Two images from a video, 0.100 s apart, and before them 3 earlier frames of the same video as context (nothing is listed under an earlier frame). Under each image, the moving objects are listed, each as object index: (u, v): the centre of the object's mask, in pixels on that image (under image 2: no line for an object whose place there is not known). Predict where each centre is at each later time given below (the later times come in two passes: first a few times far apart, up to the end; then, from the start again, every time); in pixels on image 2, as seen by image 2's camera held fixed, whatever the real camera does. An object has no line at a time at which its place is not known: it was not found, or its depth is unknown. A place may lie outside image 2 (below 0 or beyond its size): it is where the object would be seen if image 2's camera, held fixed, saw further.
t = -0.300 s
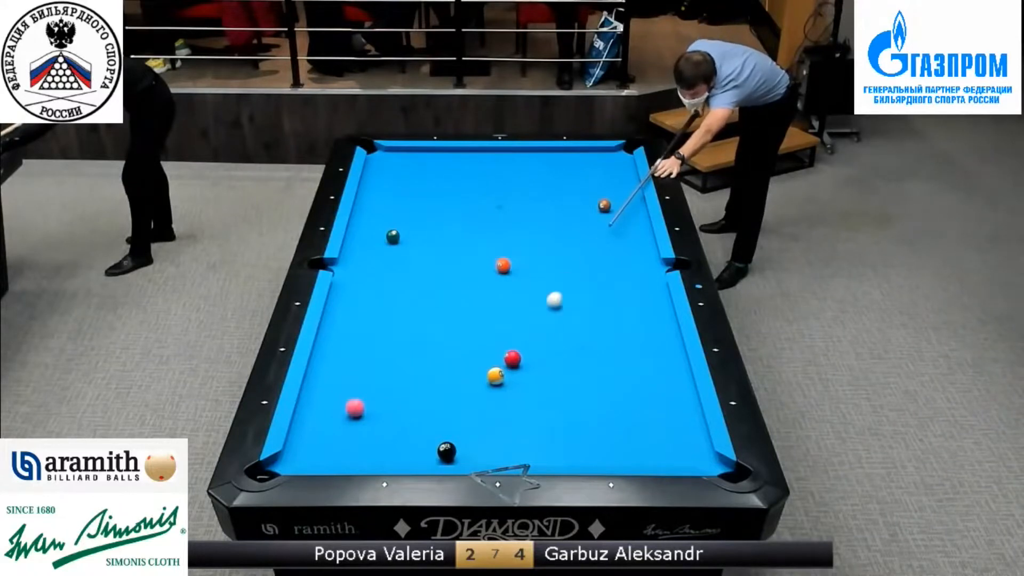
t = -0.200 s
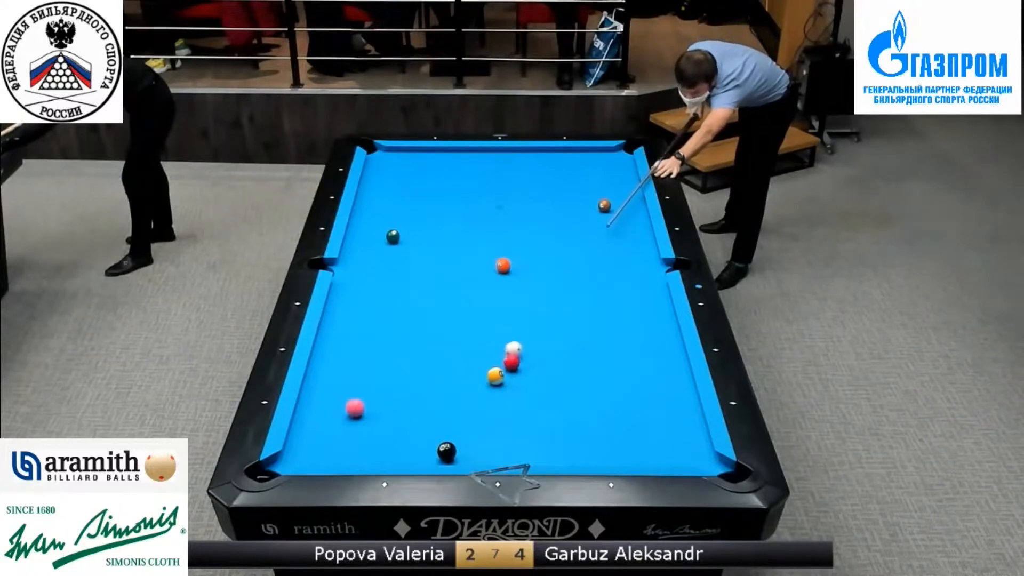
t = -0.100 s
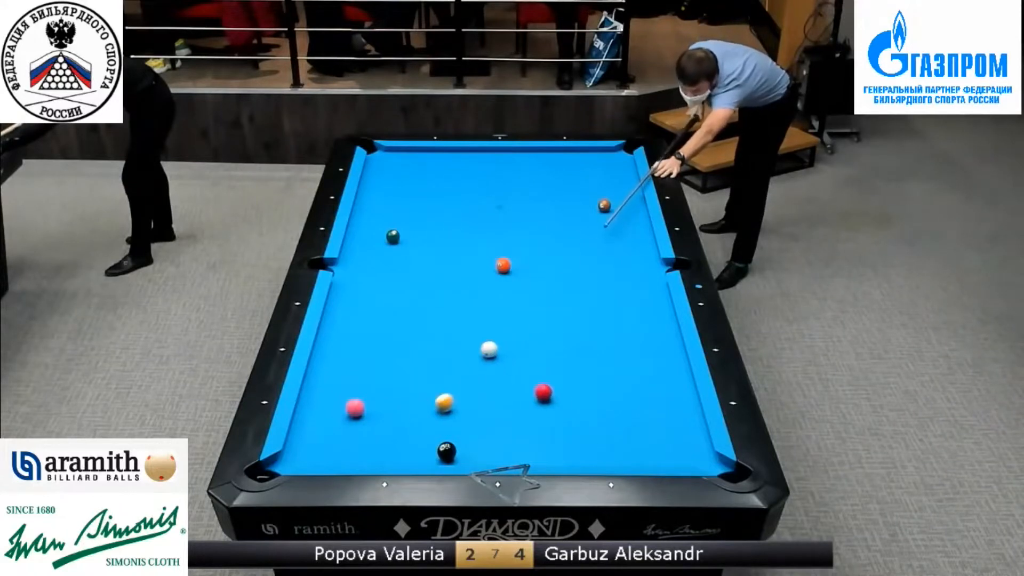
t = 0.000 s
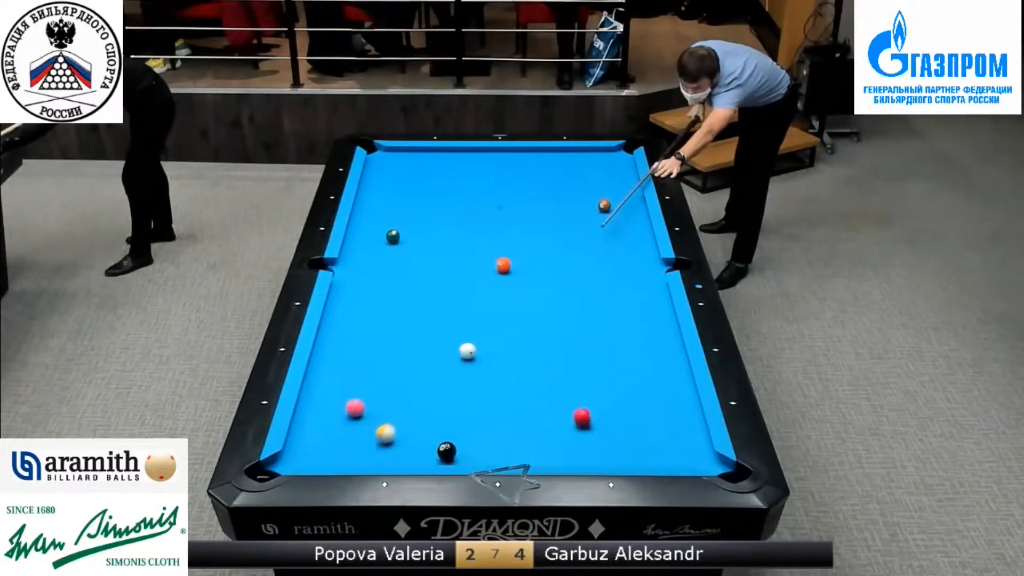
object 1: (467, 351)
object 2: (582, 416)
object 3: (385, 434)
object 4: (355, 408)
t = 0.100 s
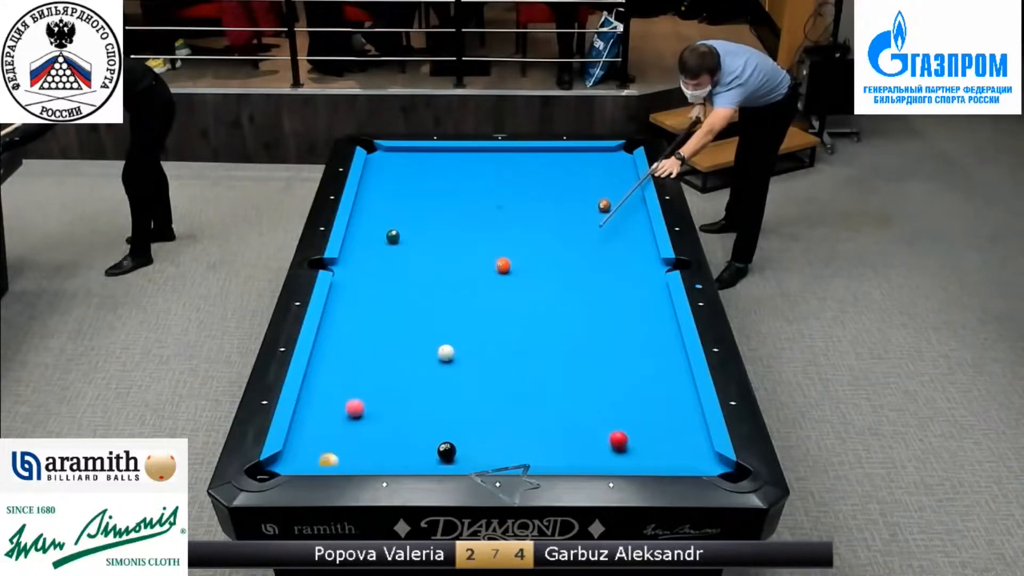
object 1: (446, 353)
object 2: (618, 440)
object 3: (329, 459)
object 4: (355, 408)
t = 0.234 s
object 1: (417, 355)
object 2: (661, 458)
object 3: (295, 438)
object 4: (355, 408)
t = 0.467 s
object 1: (368, 359)
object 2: (695, 433)
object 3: (336, 411)
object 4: (360, 407)
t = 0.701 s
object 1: (320, 363)
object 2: (659, 408)
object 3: (342, 395)
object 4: (394, 397)
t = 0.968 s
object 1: (342, 361)
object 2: (622, 383)
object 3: (349, 379)
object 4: (429, 387)
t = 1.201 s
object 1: (366, 357)
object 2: (592, 364)
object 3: (354, 367)
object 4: (457, 379)
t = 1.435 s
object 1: (389, 353)
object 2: (565, 346)
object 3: (357, 359)
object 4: (484, 372)
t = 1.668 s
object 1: (411, 347)
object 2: (540, 329)
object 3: (360, 352)
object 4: (508, 366)
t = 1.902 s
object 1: (432, 342)
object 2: (517, 315)
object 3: (362, 346)
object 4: (531, 359)
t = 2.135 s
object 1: (451, 338)
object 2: (497, 301)
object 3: (364, 341)
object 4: (552, 354)
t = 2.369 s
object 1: (468, 334)
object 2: (477, 288)
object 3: (366, 337)
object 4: (572, 348)
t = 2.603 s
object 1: (485, 330)
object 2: (459, 277)
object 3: (368, 334)
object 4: (590, 343)
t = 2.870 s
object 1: (502, 327)
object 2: (440, 264)
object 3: (368, 331)
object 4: (610, 338)
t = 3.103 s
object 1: (516, 324)
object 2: (425, 255)
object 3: (369, 329)
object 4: (626, 334)
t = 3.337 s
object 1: (528, 321)
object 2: (411, 246)
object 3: (369, 328)
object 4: (640, 330)
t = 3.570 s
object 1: (539, 319)
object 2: (403, 239)
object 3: (369, 327)
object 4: (654, 327)
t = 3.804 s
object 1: (548, 316)
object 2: (402, 236)
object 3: (369, 328)
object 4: (666, 323)
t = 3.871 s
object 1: (551, 316)
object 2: (402, 236)
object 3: (369, 328)
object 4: (669, 322)
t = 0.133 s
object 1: (438, 353)
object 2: (630, 448)
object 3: (320, 455)
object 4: (355, 408)
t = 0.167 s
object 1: (431, 354)
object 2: (642, 454)
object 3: (311, 450)
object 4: (355, 408)
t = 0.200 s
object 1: (424, 355)
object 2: (654, 460)
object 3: (302, 444)
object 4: (355, 408)
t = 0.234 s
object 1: (417, 355)
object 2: (661, 458)
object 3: (295, 438)
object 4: (355, 408)
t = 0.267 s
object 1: (410, 356)
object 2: (668, 455)
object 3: (302, 433)
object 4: (355, 408)
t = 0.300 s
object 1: (403, 356)
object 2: (675, 450)
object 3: (309, 429)
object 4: (355, 408)
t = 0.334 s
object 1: (396, 357)
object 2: (681, 447)
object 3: (316, 425)
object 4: (355, 408)
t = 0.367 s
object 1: (389, 357)
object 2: (688, 443)
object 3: (323, 421)
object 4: (355, 408)
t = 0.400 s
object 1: (382, 358)
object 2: (694, 439)
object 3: (330, 417)
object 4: (355, 408)
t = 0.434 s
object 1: (375, 359)
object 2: (701, 436)
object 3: (336, 413)
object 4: (355, 408)
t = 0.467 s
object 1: (368, 359)
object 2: (695, 433)
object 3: (336, 411)
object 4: (360, 407)
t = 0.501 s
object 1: (361, 360)
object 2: (690, 428)
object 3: (336, 408)
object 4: (366, 405)
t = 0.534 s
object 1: (354, 360)
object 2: (684, 425)
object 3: (337, 406)
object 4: (371, 403)
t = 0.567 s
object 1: (347, 361)
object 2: (679, 422)
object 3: (338, 404)
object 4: (376, 402)
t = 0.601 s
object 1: (341, 362)
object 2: (674, 418)
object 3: (340, 402)
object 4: (381, 401)
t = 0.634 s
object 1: (334, 362)
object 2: (669, 415)
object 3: (340, 399)
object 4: (385, 400)
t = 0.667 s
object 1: (327, 362)
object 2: (664, 411)
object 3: (341, 397)
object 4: (390, 398)
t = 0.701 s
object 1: (320, 363)
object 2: (659, 408)
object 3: (342, 395)
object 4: (394, 397)
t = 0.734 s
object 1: (316, 364)
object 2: (654, 405)
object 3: (343, 393)
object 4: (399, 396)
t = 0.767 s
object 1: (320, 363)
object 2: (649, 402)
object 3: (344, 391)
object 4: (403, 394)
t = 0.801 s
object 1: (324, 363)
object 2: (644, 399)
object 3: (345, 389)
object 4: (408, 393)
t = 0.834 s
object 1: (328, 362)
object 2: (640, 395)
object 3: (346, 387)
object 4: (412, 392)
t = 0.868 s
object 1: (331, 362)
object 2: (635, 392)
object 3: (347, 385)
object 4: (416, 391)
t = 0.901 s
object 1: (335, 362)
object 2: (631, 389)
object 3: (347, 382)
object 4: (421, 390)
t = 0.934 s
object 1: (338, 361)
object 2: (626, 386)
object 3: (348, 381)
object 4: (425, 388)
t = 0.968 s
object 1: (342, 361)
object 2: (622, 383)
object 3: (349, 379)
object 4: (429, 387)
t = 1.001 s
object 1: (345, 360)
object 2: (617, 381)
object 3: (350, 376)
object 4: (433, 386)
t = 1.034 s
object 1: (348, 359)
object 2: (613, 378)
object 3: (351, 375)
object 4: (437, 385)
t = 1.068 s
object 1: (352, 358)
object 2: (609, 375)
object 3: (352, 373)
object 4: (441, 384)
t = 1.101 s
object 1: (355, 357)
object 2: (604, 372)
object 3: (353, 371)
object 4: (445, 383)
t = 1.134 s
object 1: (360, 357)
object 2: (600, 369)
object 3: (353, 369)
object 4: (449, 382)
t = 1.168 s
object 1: (363, 357)
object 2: (596, 366)
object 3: (354, 367)
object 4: (453, 380)
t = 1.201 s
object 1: (366, 357)
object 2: (592, 364)
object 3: (354, 367)
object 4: (457, 379)
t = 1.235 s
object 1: (369, 357)
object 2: (588, 361)
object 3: (355, 365)
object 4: (461, 378)
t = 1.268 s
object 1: (372, 357)
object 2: (584, 358)
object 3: (355, 364)
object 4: (465, 378)
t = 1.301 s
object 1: (375, 356)
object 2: (580, 356)
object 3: (355, 363)
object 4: (468, 376)
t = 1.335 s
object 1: (379, 355)
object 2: (577, 353)
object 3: (356, 362)
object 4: (472, 375)
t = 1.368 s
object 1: (382, 354)
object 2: (573, 351)
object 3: (356, 361)
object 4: (476, 374)
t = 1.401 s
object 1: (386, 353)
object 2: (569, 348)
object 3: (357, 360)
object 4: (480, 373)
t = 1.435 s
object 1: (389, 353)
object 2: (565, 346)
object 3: (357, 359)
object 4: (484, 372)
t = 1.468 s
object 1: (392, 352)
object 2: (562, 343)
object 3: (358, 358)
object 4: (487, 371)
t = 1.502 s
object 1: (395, 351)
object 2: (558, 341)
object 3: (358, 357)
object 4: (491, 370)
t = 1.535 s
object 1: (399, 350)
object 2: (554, 339)
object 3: (358, 356)
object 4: (494, 369)
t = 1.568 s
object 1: (402, 349)
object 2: (551, 336)
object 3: (359, 355)
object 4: (498, 368)
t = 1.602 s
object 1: (405, 349)
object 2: (547, 334)
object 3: (359, 354)
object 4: (501, 368)
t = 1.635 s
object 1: (408, 348)
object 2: (544, 332)
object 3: (359, 353)
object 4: (505, 367)
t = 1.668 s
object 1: (411, 347)
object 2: (540, 329)
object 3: (360, 352)
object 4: (508, 366)
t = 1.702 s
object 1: (414, 347)
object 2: (537, 327)
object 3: (360, 351)
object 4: (511, 365)
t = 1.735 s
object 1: (417, 346)
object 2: (534, 325)
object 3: (360, 350)
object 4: (515, 364)
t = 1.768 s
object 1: (420, 345)
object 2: (530, 323)
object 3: (361, 349)
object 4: (518, 363)
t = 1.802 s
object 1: (423, 345)
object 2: (527, 321)
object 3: (361, 348)
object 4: (521, 362)
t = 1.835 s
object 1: (426, 344)
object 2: (524, 319)
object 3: (361, 348)
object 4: (525, 361)
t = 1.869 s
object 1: (429, 343)
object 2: (521, 317)
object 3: (362, 347)
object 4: (528, 360)
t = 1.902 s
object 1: (432, 342)
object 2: (517, 315)
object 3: (362, 346)
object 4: (531, 359)
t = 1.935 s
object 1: (434, 342)
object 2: (514, 313)
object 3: (363, 345)
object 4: (534, 358)
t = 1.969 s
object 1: (437, 341)
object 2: (511, 310)
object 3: (362, 345)
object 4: (537, 358)
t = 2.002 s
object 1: (440, 341)
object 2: (508, 309)
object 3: (363, 344)
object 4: (540, 357)
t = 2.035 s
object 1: (443, 340)
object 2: (505, 307)
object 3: (363, 343)
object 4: (543, 356)
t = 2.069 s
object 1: (445, 339)
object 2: (502, 305)
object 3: (363, 343)
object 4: (546, 355)
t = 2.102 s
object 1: (448, 339)
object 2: (499, 303)
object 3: (364, 342)
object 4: (549, 354)
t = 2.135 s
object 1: (451, 338)
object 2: (497, 301)
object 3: (364, 341)
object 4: (552, 354)
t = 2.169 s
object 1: (453, 338)
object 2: (494, 299)
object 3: (364, 341)
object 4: (555, 353)
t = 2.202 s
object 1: (456, 337)
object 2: (491, 297)
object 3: (365, 340)
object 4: (558, 352)
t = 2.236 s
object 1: (458, 336)
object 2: (488, 295)
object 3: (365, 339)
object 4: (561, 351)
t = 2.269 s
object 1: (461, 336)
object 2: (485, 294)
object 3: (365, 339)
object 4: (564, 351)
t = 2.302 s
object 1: (463, 335)
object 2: (483, 292)
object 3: (365, 338)
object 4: (566, 350)
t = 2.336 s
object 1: (466, 335)
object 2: (480, 290)
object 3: (366, 337)
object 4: (569, 349)
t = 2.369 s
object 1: (468, 334)
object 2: (477, 288)
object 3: (366, 337)
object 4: (572, 348)
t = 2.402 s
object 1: (471, 334)
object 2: (475, 287)
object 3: (366, 337)
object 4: (575, 348)
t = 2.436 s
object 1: (473, 333)
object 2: (472, 285)
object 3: (366, 336)
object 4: (577, 347)
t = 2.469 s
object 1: (476, 333)
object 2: (469, 283)
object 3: (367, 336)
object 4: (580, 346)
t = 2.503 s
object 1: (478, 332)
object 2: (466, 282)
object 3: (367, 335)
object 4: (582, 346)
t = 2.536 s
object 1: (480, 332)
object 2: (464, 280)
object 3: (367, 335)
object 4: (585, 345)
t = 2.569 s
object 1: (482, 331)
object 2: (461, 278)
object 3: (368, 334)
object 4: (588, 344)
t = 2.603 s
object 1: (485, 330)
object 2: (459, 277)
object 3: (368, 334)
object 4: (590, 343)
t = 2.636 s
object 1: (487, 330)
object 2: (457, 275)
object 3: (368, 333)
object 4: (593, 343)
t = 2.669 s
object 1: (489, 330)
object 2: (454, 274)
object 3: (368, 333)
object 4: (596, 342)
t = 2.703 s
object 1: (491, 329)
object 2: (452, 272)
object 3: (368, 332)
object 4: (598, 341)
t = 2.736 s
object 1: (493, 329)
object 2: (450, 270)
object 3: (368, 332)
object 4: (601, 341)
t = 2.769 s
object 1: (496, 328)
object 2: (447, 269)
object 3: (368, 332)
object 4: (603, 340)
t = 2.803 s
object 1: (498, 328)
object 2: (445, 268)
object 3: (368, 331)
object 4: (605, 339)
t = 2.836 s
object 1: (500, 327)
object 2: (442, 266)
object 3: (368, 331)
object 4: (608, 339)
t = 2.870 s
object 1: (502, 327)
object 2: (440, 264)
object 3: (368, 331)
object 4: (610, 338)
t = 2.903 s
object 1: (504, 326)
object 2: (438, 263)
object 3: (369, 330)
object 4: (612, 338)
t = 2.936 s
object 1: (506, 326)
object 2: (436, 262)
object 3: (369, 330)
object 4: (614, 337)
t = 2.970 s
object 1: (508, 326)
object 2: (433, 260)
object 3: (369, 330)
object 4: (617, 336)
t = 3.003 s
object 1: (510, 325)
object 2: (432, 259)
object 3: (369, 329)
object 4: (619, 336)
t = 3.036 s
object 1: (512, 325)
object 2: (429, 258)
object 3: (369, 329)
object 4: (621, 335)
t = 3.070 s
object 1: (514, 324)
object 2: (427, 256)
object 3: (369, 329)
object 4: (623, 335)
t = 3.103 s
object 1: (516, 324)
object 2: (425, 255)
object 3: (369, 329)
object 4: (626, 334)
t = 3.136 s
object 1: (517, 323)
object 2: (423, 253)
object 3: (369, 329)
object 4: (628, 334)
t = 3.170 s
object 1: (519, 323)
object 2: (421, 252)
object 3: (369, 328)
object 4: (630, 333)
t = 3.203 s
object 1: (521, 323)
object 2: (419, 251)
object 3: (369, 328)
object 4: (632, 332)
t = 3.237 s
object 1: (523, 322)
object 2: (417, 250)
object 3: (369, 328)
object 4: (634, 332)
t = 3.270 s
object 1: (525, 322)
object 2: (415, 248)
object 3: (369, 328)
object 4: (636, 331)
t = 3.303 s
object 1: (526, 321)
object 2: (413, 247)
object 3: (369, 328)
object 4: (638, 331)
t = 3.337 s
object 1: (528, 321)
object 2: (411, 246)
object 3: (369, 328)
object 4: (640, 330)
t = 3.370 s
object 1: (529, 321)
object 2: (409, 244)
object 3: (369, 328)
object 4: (642, 330)
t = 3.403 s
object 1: (531, 320)
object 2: (407, 243)
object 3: (369, 328)
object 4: (644, 329)
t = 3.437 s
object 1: (533, 320)
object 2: (405, 242)
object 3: (369, 328)
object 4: (646, 329)
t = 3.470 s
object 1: (534, 320)
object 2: (403, 241)
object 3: (369, 328)
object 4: (648, 328)
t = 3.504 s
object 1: (536, 319)
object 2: (403, 240)
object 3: (369, 327)
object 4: (650, 328)
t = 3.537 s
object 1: (537, 319)
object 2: (403, 240)
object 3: (369, 327)
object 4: (652, 327)
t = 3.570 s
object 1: (539, 319)
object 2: (403, 239)
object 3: (369, 327)
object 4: (654, 327)
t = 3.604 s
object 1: (540, 318)
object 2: (403, 239)
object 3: (369, 328)
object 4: (655, 326)
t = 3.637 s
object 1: (542, 318)
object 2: (403, 238)
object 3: (369, 328)
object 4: (657, 325)
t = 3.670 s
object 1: (543, 318)
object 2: (402, 238)
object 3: (369, 328)
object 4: (659, 325)
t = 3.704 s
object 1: (544, 317)
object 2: (402, 238)
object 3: (369, 328)
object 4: (661, 325)
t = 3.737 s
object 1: (546, 317)
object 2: (402, 237)
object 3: (369, 328)
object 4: (662, 324)
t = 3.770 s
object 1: (547, 316)
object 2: (402, 236)
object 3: (369, 328)
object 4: (664, 324)
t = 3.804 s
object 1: (548, 316)
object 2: (402, 236)
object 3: (369, 328)
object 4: (666, 323)
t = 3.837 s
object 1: (550, 316)
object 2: (402, 236)
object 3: (369, 328)
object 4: (667, 323)
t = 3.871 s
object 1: (551, 316)
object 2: (402, 236)
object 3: (369, 328)
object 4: (669, 322)
